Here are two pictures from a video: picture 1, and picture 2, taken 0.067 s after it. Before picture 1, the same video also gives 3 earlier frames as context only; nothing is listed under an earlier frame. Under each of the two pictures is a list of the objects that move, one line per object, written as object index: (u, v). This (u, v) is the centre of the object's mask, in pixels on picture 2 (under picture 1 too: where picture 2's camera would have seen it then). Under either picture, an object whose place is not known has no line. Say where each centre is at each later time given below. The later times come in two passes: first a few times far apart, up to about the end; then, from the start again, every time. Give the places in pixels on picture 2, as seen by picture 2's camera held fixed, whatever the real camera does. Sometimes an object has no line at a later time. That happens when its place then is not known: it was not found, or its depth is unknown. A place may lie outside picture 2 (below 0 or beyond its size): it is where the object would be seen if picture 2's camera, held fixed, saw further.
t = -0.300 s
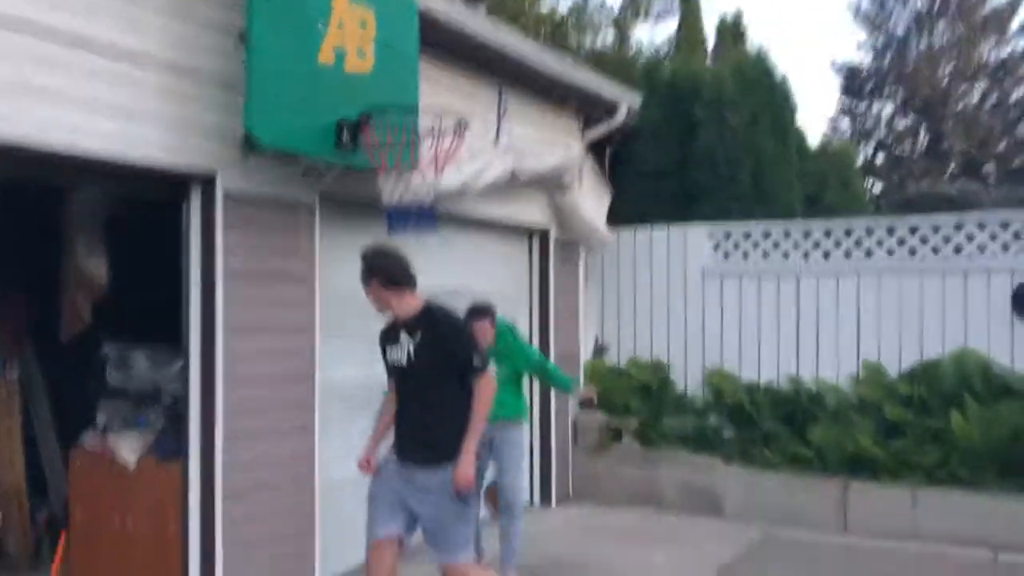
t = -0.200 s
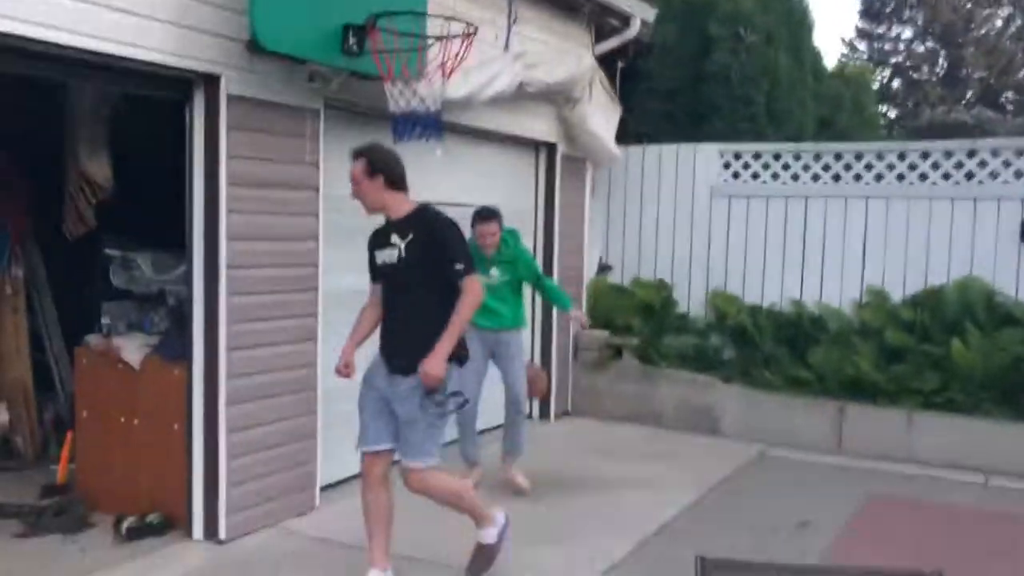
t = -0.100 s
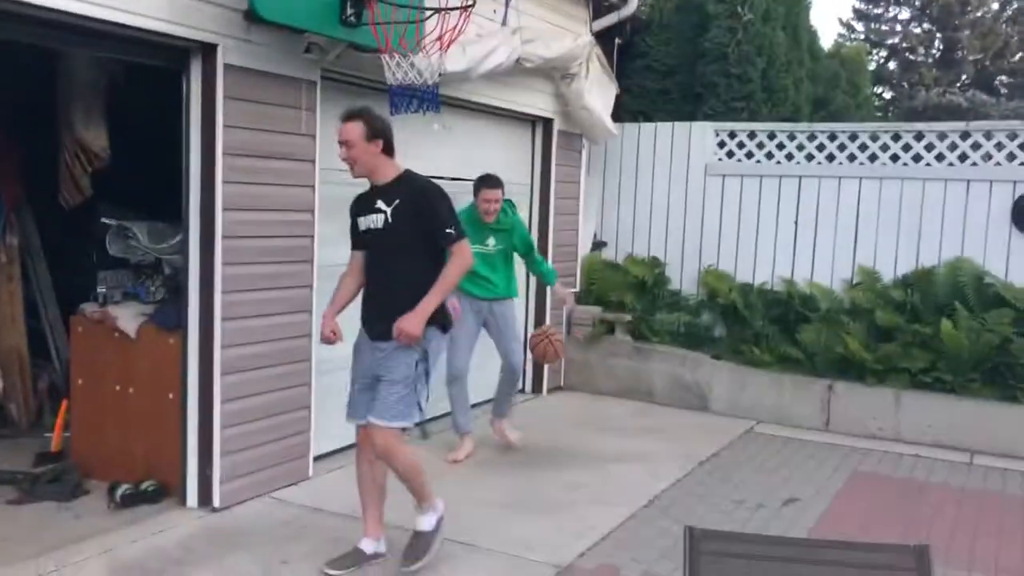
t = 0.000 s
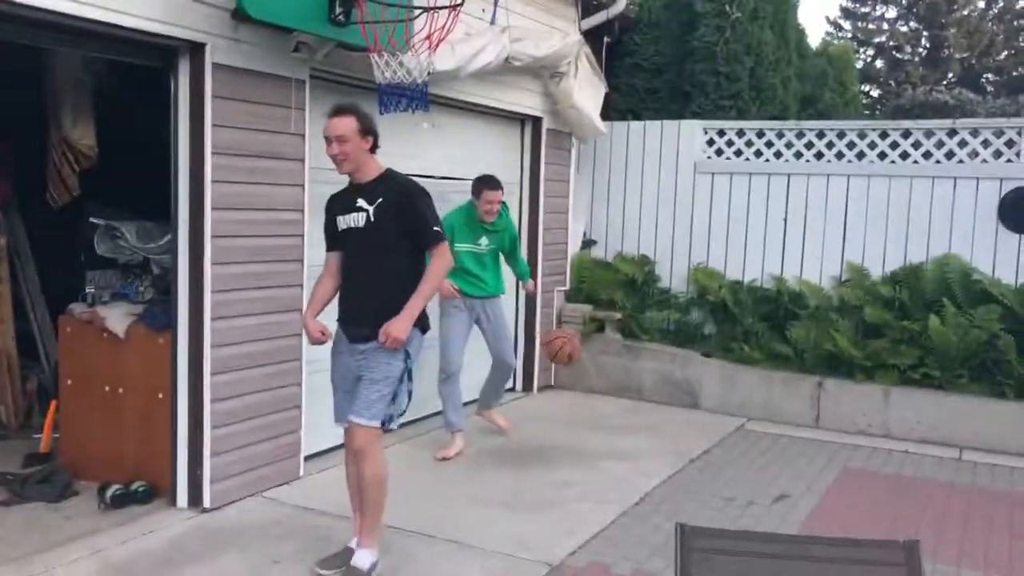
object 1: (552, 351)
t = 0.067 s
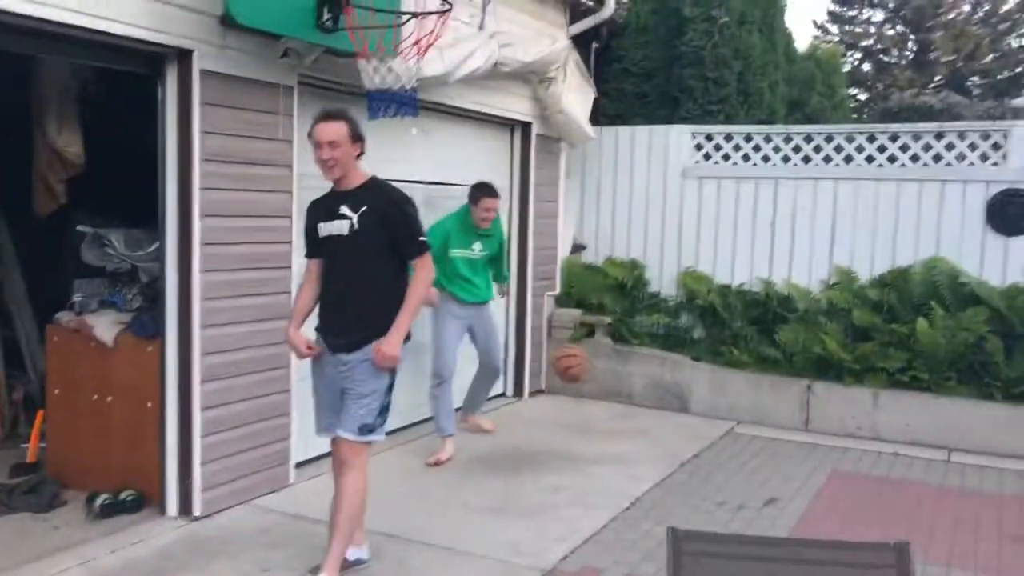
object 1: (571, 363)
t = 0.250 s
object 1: (613, 428)
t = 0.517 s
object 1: (678, 371)
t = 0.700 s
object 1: (719, 392)
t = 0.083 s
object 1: (574, 367)
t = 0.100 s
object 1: (578, 370)
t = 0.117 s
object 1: (582, 375)
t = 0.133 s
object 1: (586, 380)
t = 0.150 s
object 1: (589, 388)
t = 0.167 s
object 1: (594, 394)
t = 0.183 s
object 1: (598, 399)
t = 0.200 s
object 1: (603, 407)
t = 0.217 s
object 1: (605, 414)
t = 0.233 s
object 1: (609, 422)
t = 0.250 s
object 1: (613, 428)
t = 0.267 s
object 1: (617, 425)
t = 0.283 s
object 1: (621, 418)
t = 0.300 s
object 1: (626, 411)
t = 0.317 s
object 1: (631, 407)
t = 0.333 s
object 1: (635, 400)
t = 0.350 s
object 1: (638, 396)
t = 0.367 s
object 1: (640, 393)
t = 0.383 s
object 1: (646, 389)
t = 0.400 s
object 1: (649, 385)
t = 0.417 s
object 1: (653, 381)
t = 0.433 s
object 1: (657, 377)
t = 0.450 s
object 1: (661, 376)
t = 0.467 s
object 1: (666, 374)
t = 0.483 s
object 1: (670, 373)
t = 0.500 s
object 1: (675, 371)
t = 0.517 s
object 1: (678, 371)
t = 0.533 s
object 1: (682, 371)
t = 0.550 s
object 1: (685, 372)
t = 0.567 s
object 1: (689, 372)
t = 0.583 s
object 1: (693, 374)
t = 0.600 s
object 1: (697, 376)
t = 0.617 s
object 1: (701, 377)
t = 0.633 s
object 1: (705, 379)
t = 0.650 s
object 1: (708, 382)
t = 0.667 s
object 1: (711, 384)
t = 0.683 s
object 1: (715, 388)
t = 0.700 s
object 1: (719, 392)
